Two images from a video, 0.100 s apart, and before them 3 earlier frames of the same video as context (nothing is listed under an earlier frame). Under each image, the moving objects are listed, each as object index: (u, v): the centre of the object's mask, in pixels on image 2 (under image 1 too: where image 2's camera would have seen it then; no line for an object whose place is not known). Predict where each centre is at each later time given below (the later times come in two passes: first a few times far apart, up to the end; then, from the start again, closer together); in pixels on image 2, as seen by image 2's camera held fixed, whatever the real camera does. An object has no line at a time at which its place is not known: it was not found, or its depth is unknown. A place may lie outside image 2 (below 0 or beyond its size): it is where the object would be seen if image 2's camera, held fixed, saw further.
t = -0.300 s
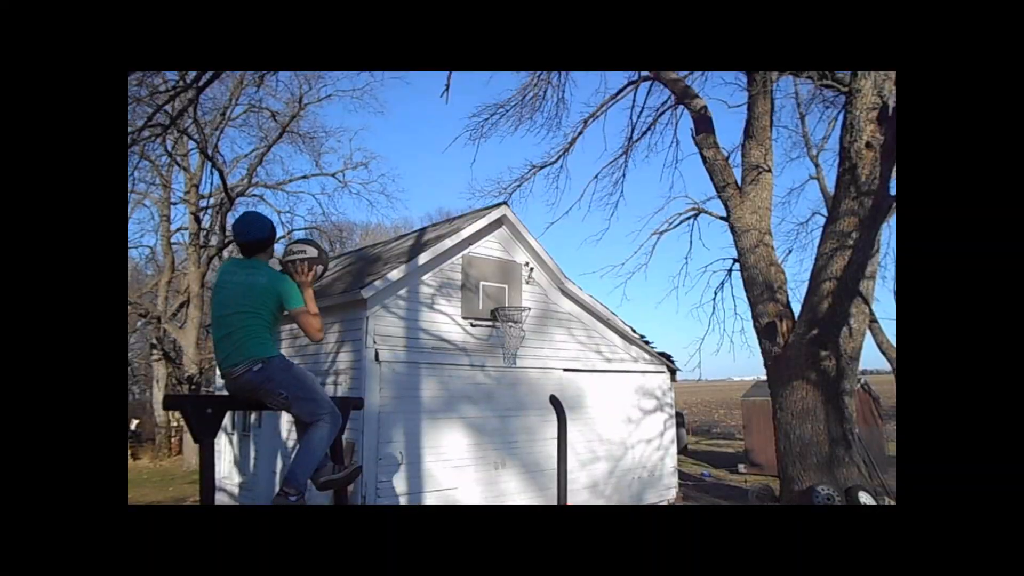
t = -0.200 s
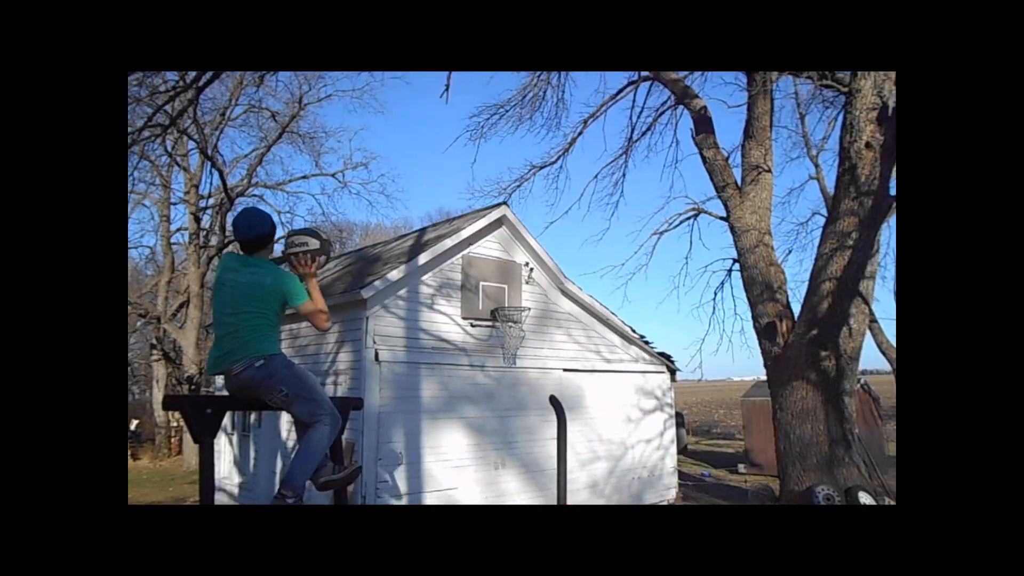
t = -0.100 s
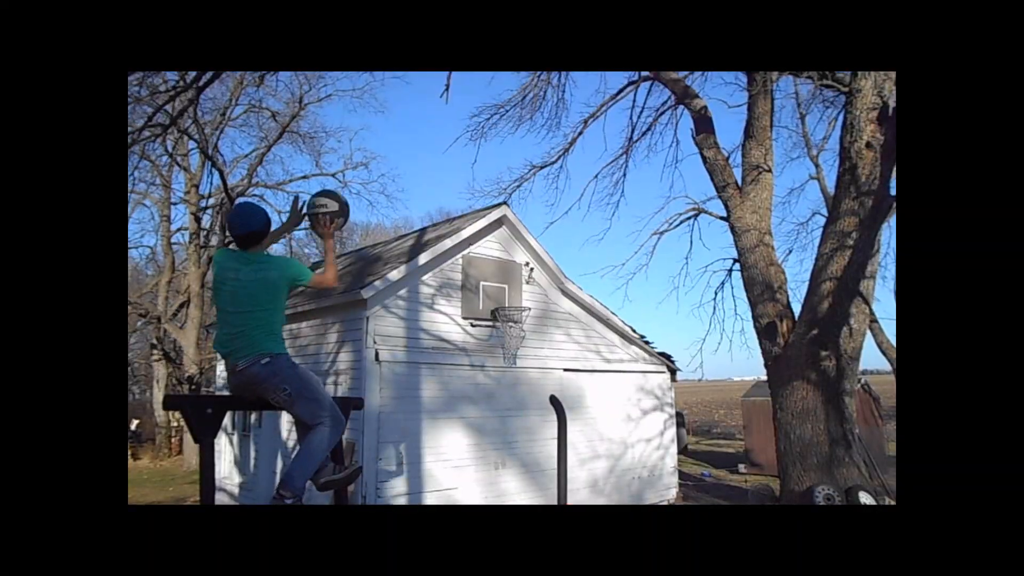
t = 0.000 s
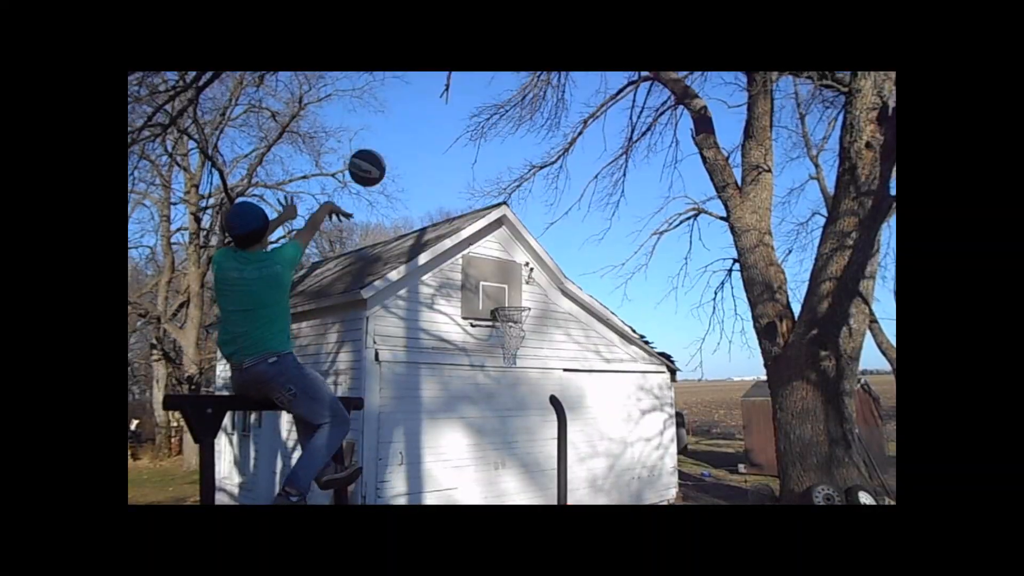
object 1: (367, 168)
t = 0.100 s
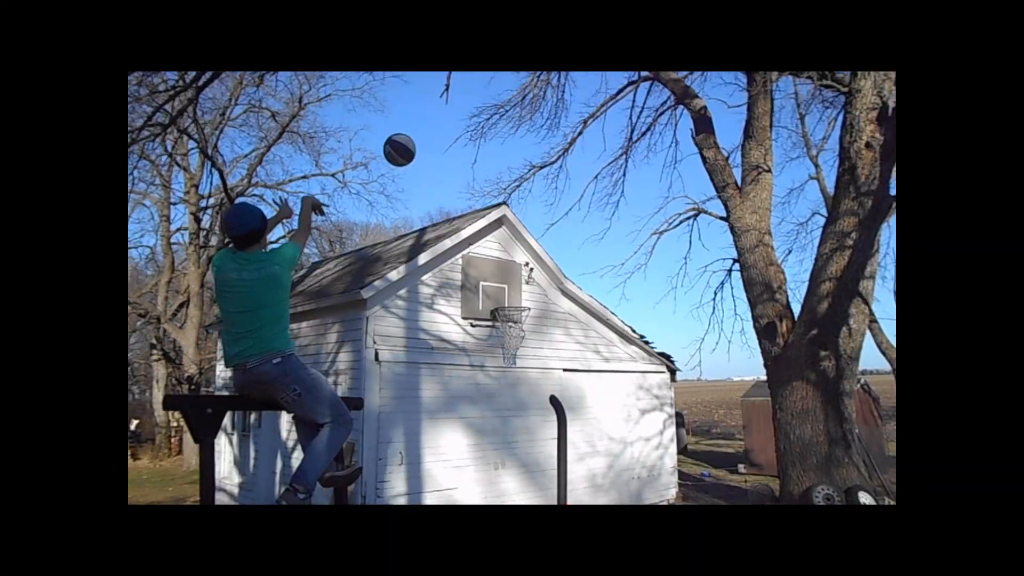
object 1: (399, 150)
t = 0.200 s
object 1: (425, 148)
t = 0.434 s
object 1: (467, 181)
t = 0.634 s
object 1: (491, 235)
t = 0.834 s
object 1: (512, 305)
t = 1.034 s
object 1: (517, 329)
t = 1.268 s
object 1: (515, 357)
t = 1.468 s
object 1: (513, 419)
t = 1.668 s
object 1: (514, 503)
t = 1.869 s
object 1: (509, 494)
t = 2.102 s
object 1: (499, 434)
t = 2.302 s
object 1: (490, 418)
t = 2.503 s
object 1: (482, 436)
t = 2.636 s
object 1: (476, 468)
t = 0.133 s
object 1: (409, 148)
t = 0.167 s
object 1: (417, 147)
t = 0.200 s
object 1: (425, 148)
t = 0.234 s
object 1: (432, 150)
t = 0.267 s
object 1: (439, 153)
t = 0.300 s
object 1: (445, 157)
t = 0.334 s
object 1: (451, 162)
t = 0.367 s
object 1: (457, 167)
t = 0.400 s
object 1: (462, 174)
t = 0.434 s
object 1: (467, 181)
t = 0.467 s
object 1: (471, 188)
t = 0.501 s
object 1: (476, 197)
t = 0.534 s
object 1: (480, 207)
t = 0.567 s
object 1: (484, 215)
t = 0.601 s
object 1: (488, 225)
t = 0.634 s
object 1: (491, 235)
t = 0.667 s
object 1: (495, 246)
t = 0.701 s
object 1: (499, 258)
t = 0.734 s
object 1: (502, 269)
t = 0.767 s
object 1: (505, 281)
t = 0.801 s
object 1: (508, 293)
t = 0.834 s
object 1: (512, 305)
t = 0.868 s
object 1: (516, 319)
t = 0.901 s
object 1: (521, 325)
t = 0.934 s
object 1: (517, 328)
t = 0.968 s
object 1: (517, 331)
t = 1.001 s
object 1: (520, 332)
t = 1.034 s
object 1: (517, 329)
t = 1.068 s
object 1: (518, 329)
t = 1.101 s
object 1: (517, 334)
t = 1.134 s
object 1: (515, 336)
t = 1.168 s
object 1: (516, 339)
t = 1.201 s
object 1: (516, 350)
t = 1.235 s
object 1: (515, 353)
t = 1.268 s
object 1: (515, 357)
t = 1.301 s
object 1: (515, 366)
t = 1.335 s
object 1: (514, 375)
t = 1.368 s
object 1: (514, 384)
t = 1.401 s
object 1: (514, 394)
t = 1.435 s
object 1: (514, 406)
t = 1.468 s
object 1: (513, 419)
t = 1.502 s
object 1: (513, 431)
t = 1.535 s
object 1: (513, 445)
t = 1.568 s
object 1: (513, 461)
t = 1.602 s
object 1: (514, 476)
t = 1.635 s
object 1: (513, 495)
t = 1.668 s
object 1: (514, 503)
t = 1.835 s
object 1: (510, 501)
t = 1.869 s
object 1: (509, 494)
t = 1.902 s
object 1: (507, 483)
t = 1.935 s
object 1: (505, 473)
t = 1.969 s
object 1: (504, 463)
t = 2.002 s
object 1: (502, 455)
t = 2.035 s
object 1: (501, 447)
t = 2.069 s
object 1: (500, 440)
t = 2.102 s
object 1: (499, 434)
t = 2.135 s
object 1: (497, 430)
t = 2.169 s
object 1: (495, 425)
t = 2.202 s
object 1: (494, 422)
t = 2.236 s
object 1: (493, 419)
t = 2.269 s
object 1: (491, 418)
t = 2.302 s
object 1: (490, 418)
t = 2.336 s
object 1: (488, 419)
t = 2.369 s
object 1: (487, 420)
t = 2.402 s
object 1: (485, 422)
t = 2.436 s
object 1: (484, 426)
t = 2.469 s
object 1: (482, 431)
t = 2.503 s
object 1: (482, 436)
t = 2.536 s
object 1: (480, 442)
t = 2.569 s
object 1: (479, 450)
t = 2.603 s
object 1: (478, 458)
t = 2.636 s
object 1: (476, 468)
